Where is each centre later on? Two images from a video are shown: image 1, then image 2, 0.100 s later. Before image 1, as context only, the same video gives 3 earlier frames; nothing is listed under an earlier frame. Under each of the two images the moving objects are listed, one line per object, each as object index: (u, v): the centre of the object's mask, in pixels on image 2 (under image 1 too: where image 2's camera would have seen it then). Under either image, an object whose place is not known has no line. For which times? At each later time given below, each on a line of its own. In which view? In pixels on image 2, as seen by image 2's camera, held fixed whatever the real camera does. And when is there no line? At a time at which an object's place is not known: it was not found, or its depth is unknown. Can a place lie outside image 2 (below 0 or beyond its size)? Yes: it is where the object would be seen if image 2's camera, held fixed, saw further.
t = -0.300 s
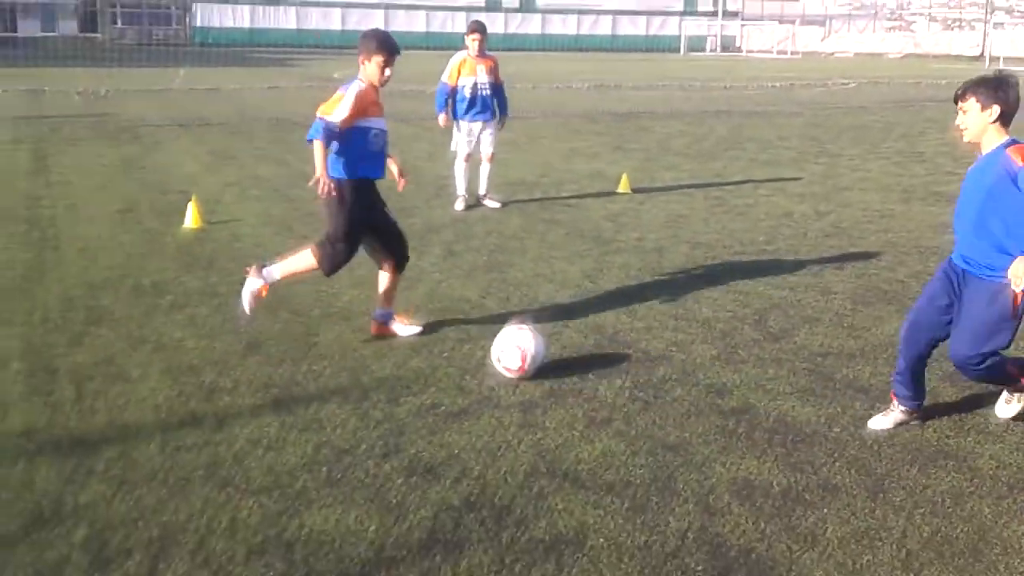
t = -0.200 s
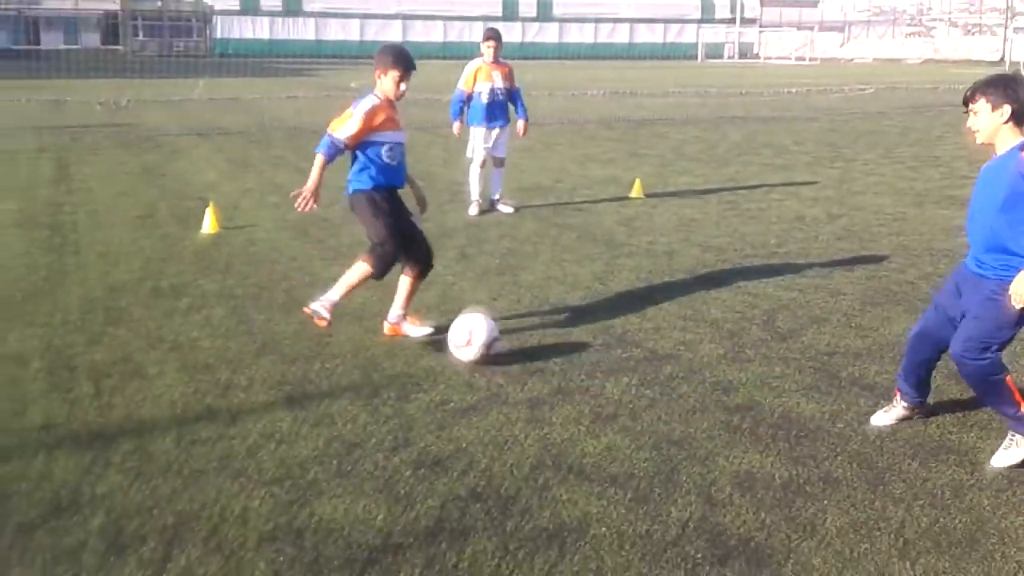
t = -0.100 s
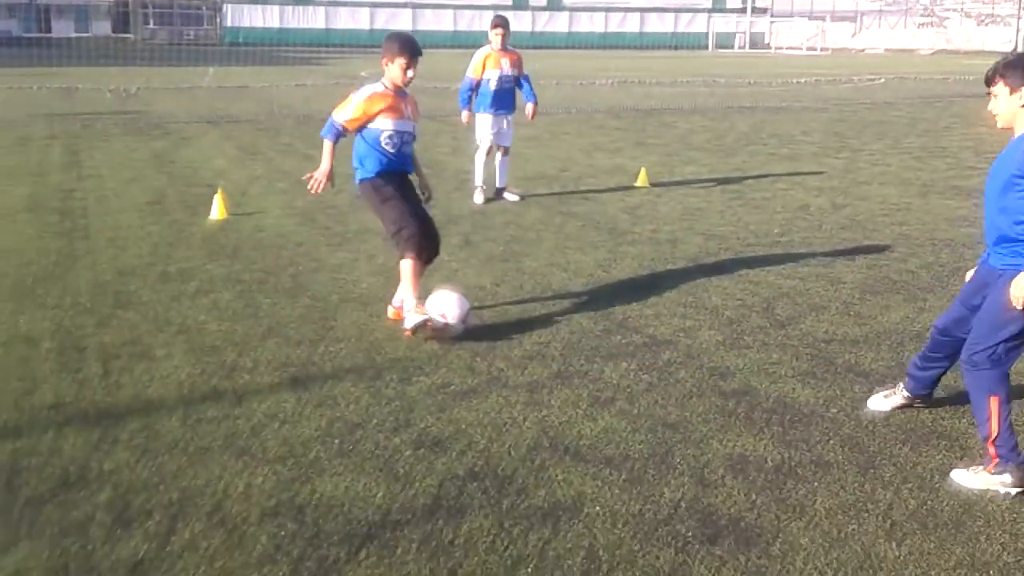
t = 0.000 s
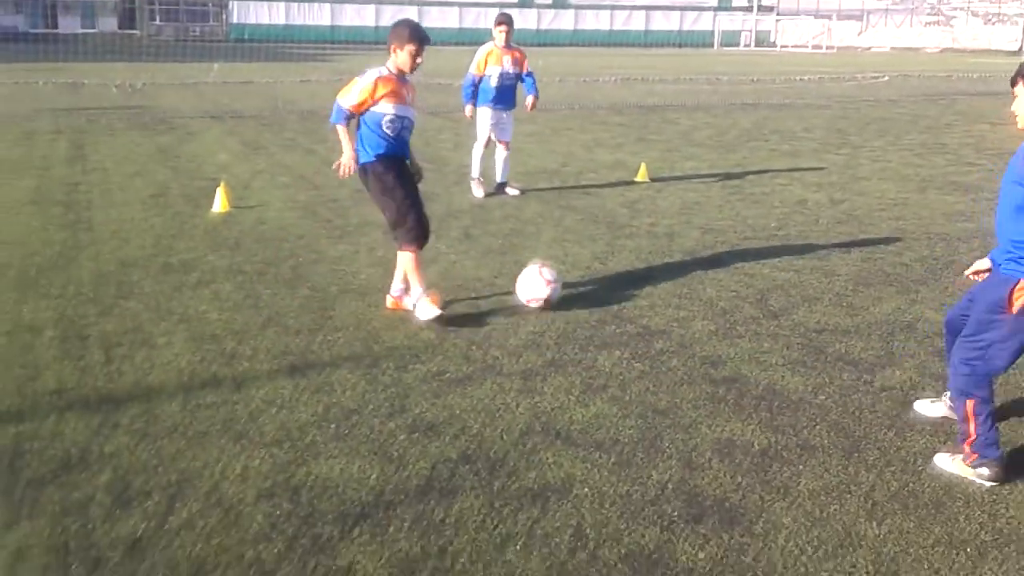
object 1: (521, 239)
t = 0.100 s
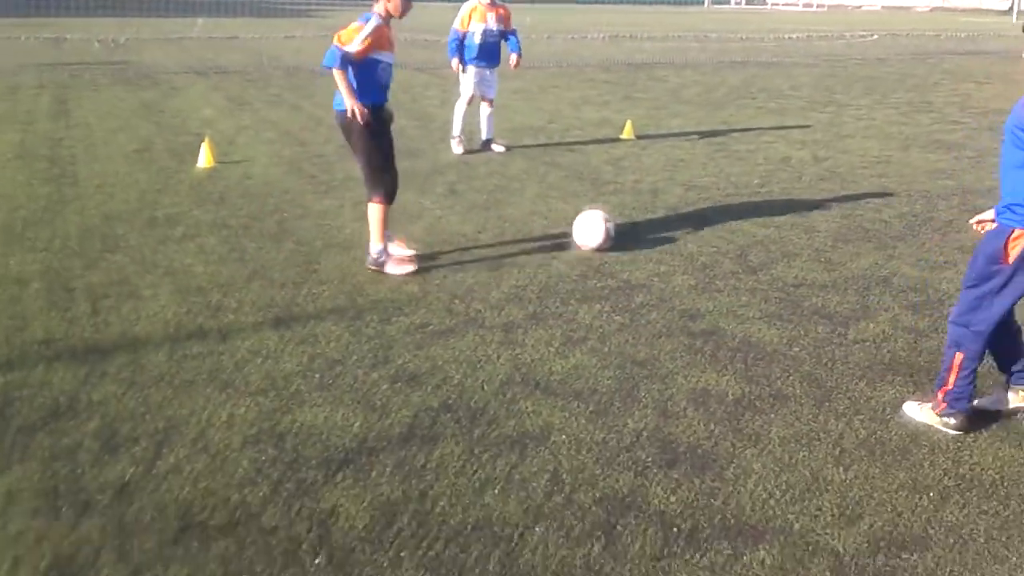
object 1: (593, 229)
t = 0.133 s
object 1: (612, 225)
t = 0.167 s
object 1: (630, 220)
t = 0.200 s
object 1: (646, 217)
